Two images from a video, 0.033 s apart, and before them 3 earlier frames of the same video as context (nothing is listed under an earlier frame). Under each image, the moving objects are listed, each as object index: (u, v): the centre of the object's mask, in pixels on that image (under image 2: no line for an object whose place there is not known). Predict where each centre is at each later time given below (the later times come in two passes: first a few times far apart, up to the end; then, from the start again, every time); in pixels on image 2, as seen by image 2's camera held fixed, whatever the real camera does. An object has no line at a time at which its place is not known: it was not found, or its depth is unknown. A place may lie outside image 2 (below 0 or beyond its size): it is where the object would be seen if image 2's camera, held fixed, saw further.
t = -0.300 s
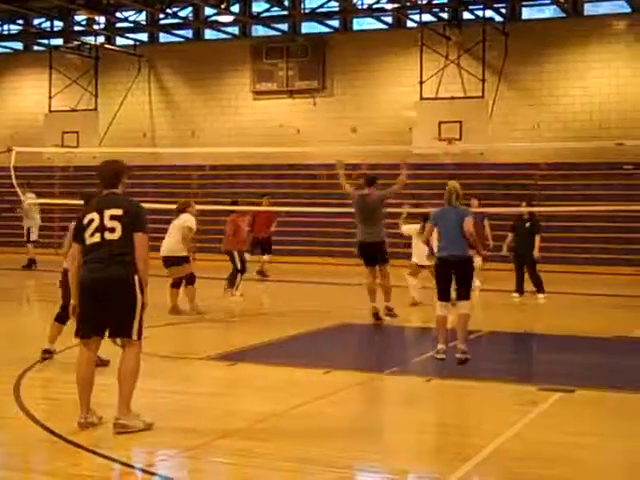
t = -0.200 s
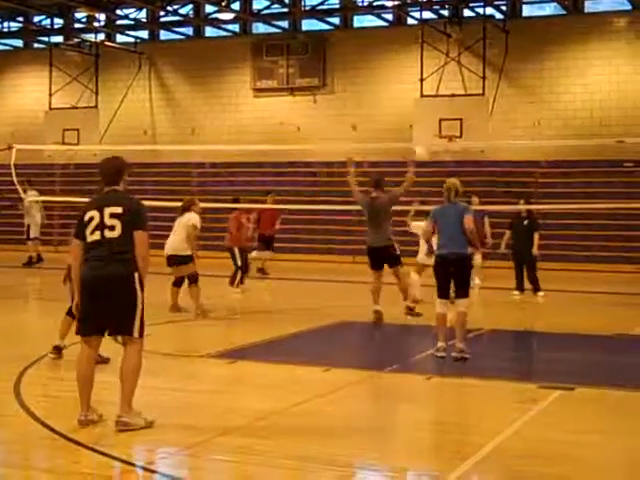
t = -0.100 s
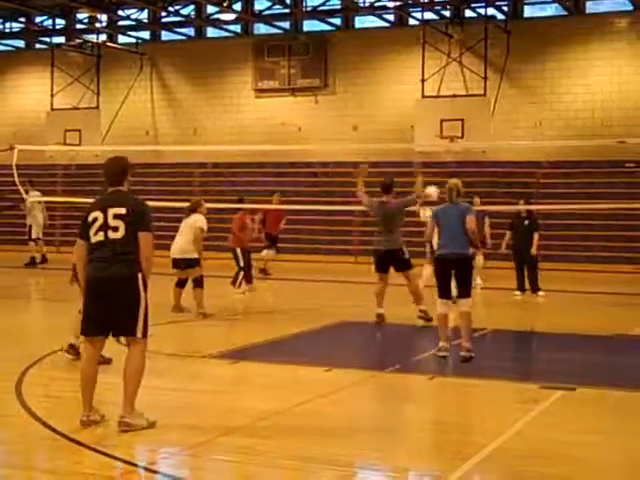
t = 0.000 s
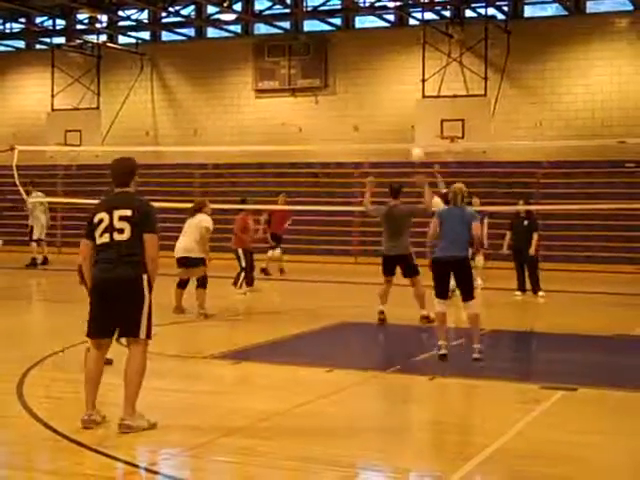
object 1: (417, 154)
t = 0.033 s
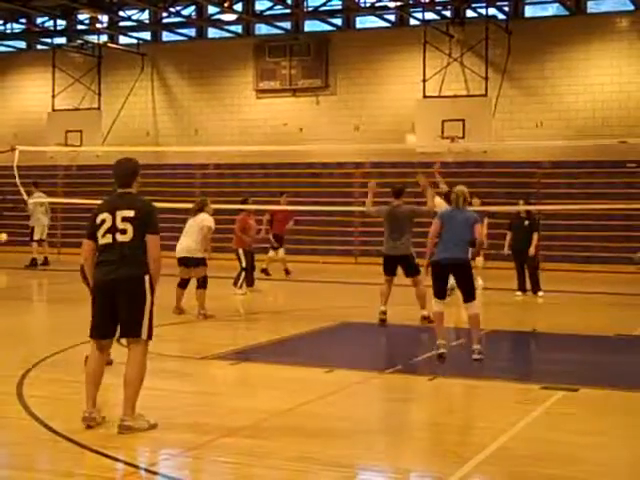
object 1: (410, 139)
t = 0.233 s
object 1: (375, 76)
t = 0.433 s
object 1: (341, 44)
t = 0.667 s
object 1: (304, 37)
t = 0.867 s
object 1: (274, 55)
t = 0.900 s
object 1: (270, 61)
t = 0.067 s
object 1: (405, 126)
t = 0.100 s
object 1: (398, 115)
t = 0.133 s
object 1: (392, 104)
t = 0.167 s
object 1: (388, 92)
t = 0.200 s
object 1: (380, 85)
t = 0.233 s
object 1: (375, 76)
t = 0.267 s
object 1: (369, 69)
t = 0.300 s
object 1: (364, 63)
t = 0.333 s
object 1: (358, 59)
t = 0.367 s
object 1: (352, 53)
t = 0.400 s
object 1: (347, 48)
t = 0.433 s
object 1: (341, 44)
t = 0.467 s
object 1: (336, 41)
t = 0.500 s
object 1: (331, 39)
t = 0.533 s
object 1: (325, 37)
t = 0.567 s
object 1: (320, 36)
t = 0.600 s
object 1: (315, 36)
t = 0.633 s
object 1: (310, 36)
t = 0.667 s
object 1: (304, 37)
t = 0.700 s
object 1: (299, 38)
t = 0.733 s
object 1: (294, 40)
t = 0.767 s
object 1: (289, 43)
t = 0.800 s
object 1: (285, 47)
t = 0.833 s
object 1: (279, 51)
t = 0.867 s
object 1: (274, 55)
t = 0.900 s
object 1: (270, 61)
